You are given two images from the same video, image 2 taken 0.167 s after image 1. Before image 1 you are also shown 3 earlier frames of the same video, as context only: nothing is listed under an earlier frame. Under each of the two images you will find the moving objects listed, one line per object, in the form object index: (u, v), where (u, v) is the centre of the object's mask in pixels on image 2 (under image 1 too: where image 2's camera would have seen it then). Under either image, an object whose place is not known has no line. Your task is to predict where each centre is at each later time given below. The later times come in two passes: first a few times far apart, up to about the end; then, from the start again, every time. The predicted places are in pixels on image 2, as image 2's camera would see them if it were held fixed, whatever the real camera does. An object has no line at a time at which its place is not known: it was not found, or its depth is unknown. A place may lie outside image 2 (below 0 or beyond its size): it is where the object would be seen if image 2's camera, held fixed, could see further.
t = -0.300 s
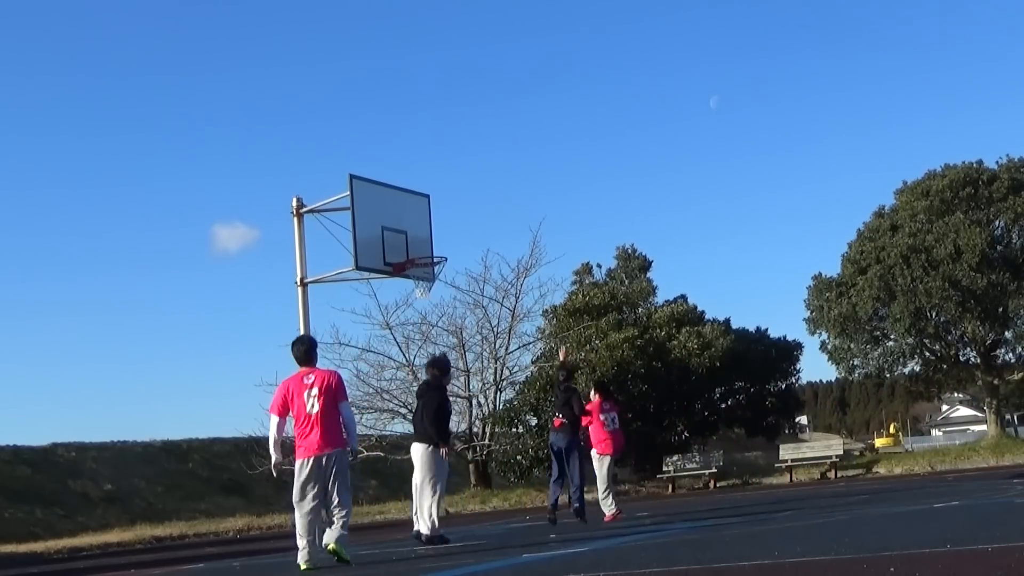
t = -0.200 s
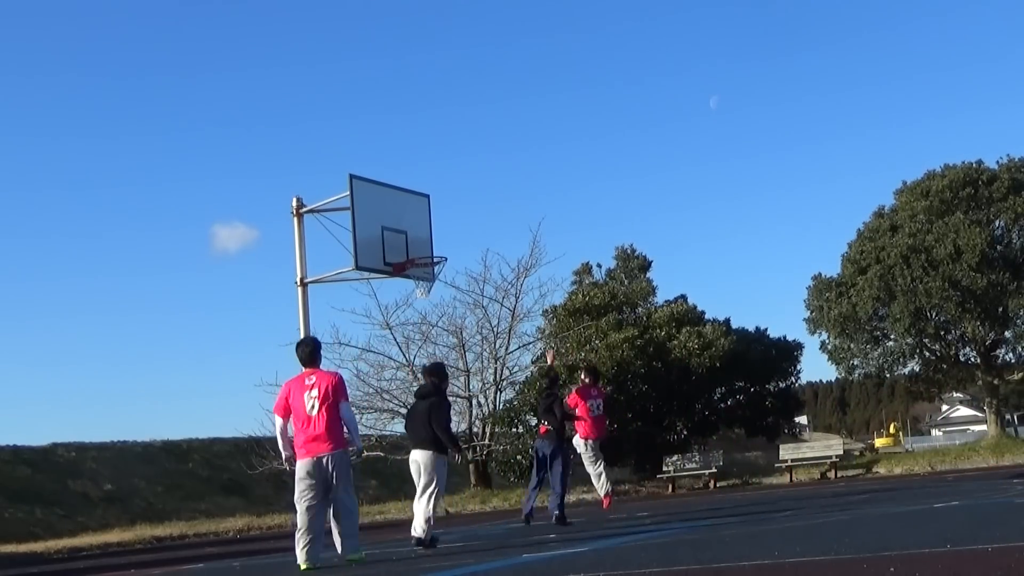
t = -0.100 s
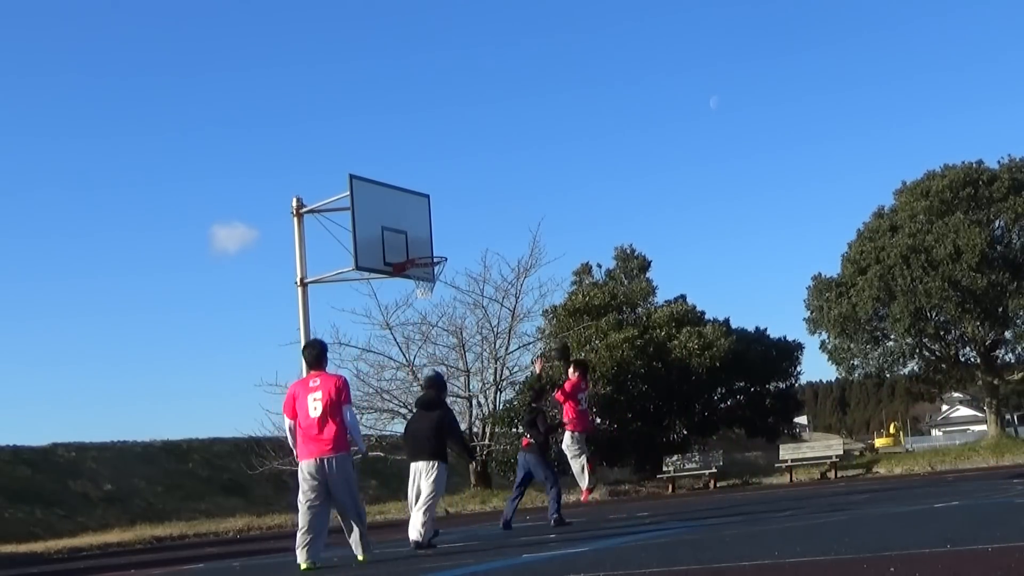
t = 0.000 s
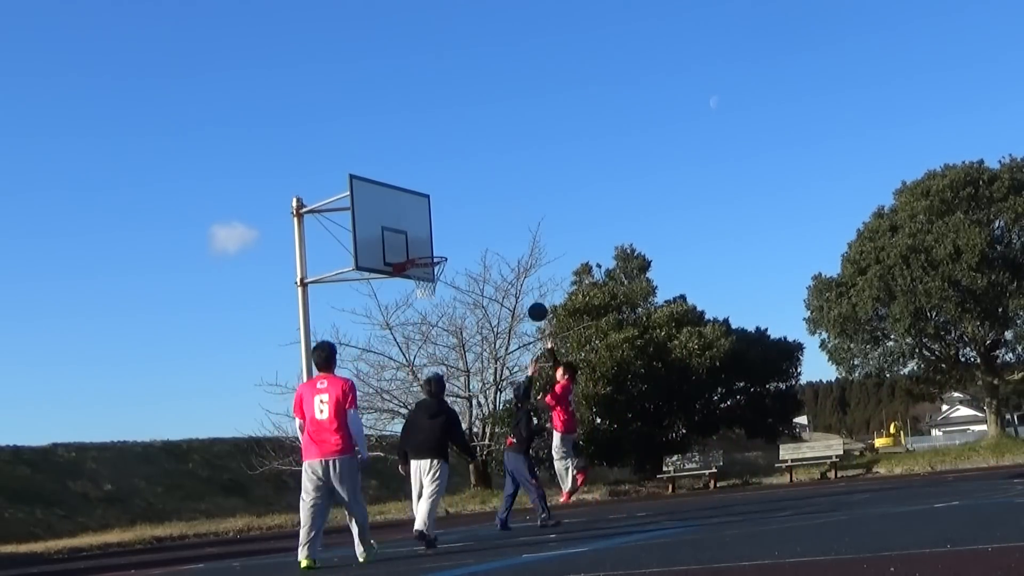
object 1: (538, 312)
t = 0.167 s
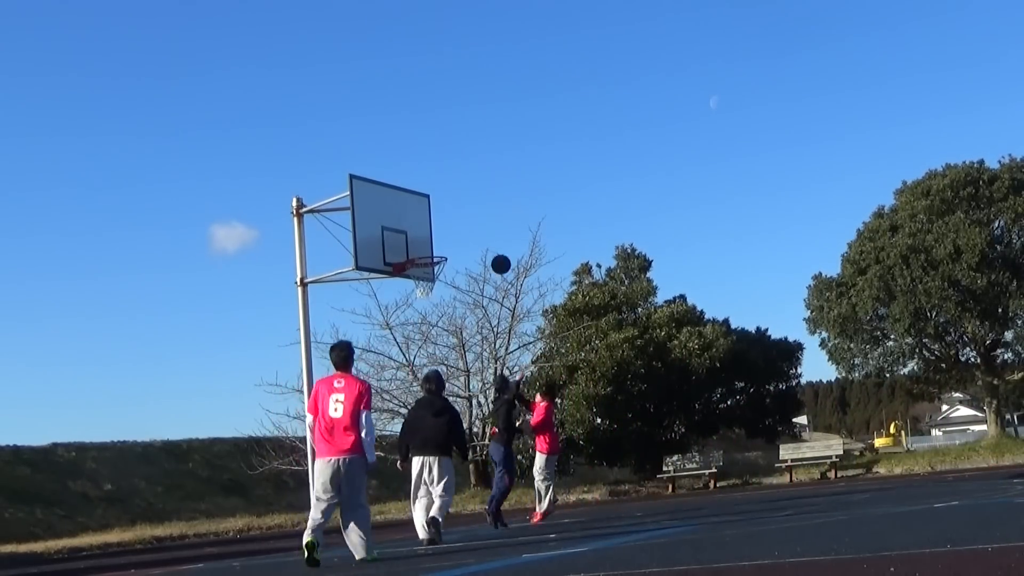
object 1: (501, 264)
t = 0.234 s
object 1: (486, 252)
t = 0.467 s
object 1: (438, 234)
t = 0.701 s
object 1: (397, 245)
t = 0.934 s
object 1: (404, 245)
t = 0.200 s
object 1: (494, 257)
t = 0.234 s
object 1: (486, 252)
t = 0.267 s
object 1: (479, 246)
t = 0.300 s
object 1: (472, 242)
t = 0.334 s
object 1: (465, 239)
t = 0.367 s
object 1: (458, 236)
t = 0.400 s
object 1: (451, 235)
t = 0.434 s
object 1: (444, 234)
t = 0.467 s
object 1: (438, 234)
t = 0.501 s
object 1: (431, 236)
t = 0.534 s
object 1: (424, 238)
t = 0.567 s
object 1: (418, 241)
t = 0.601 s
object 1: (411, 246)
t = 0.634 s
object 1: (404, 250)
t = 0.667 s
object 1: (399, 249)
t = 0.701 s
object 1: (397, 245)
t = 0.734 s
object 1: (398, 242)
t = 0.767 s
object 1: (399, 240)
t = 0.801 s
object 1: (400, 239)
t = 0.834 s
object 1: (401, 239)
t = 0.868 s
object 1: (402, 240)
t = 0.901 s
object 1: (403, 242)
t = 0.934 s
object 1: (404, 245)
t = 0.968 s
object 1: (406, 249)
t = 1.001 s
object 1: (407, 253)
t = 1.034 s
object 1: (409, 259)
